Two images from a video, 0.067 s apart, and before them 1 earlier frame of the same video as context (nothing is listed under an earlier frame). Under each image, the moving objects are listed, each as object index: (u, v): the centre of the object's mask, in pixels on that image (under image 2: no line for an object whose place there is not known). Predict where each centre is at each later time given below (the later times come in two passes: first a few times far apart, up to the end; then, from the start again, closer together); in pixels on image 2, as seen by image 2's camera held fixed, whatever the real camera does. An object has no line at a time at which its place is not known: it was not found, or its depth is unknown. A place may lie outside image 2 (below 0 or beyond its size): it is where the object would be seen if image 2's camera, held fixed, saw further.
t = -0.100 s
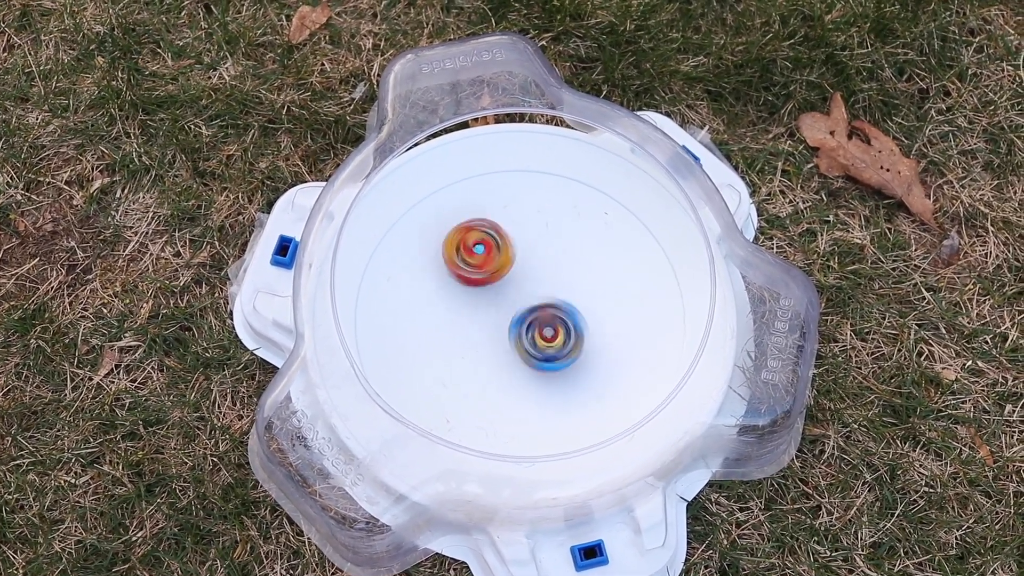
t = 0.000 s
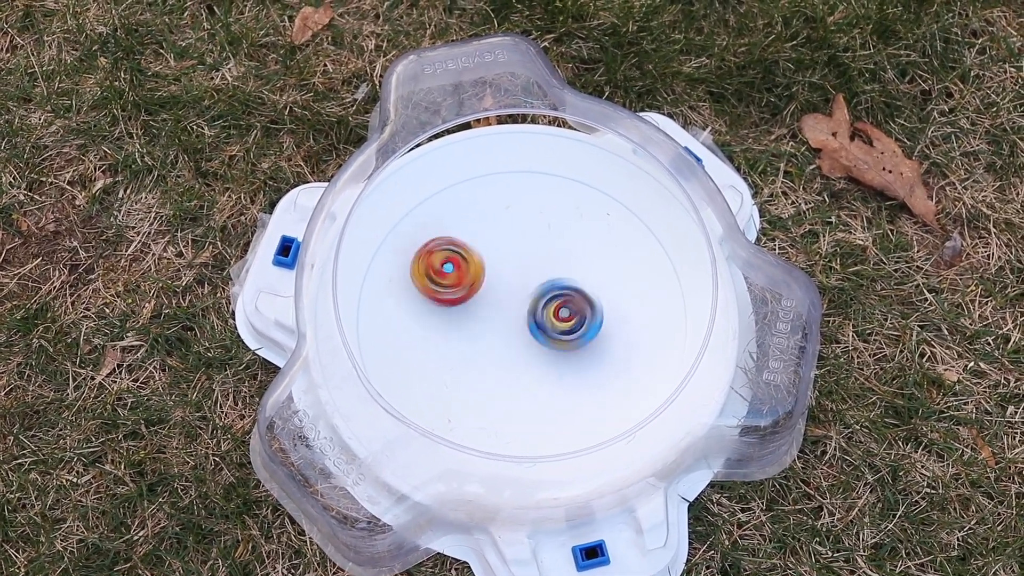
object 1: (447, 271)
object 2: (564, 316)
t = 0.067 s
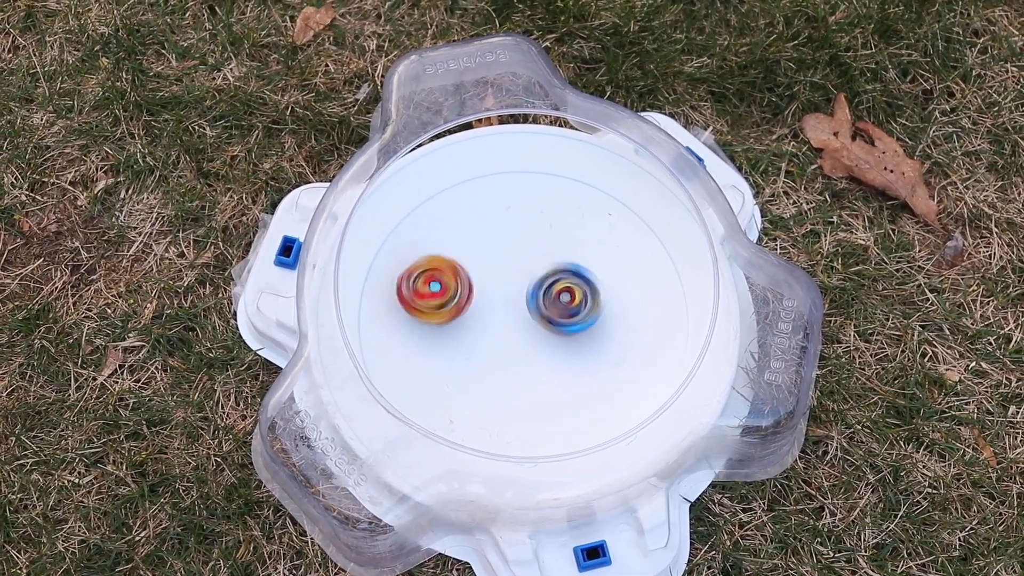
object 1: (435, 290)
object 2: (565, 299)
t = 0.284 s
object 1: (466, 357)
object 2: (532, 259)
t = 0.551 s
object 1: (566, 321)
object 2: (474, 275)
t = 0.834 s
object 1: (573, 229)
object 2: (501, 332)
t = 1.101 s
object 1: (485, 249)
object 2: (560, 315)
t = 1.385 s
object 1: (485, 350)
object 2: (544, 261)
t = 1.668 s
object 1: (569, 360)
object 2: (485, 281)
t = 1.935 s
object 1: (551, 270)
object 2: (493, 333)
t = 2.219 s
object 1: (464, 241)
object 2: (551, 321)
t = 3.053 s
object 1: (581, 255)
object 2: (498, 325)
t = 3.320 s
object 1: (487, 273)
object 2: (555, 333)
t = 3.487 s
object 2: (570, 310)
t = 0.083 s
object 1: (432, 295)
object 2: (565, 295)
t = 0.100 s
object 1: (430, 301)
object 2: (564, 291)
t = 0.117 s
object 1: (429, 306)
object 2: (562, 287)
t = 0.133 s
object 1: (429, 313)
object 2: (561, 283)
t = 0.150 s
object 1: (430, 319)
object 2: (559, 280)
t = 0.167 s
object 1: (431, 324)
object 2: (556, 276)
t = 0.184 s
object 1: (434, 331)
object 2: (554, 273)
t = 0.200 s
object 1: (437, 336)
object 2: (551, 270)
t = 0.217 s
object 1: (441, 341)
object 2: (547, 267)
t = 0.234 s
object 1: (447, 346)
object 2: (544, 265)
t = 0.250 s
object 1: (453, 350)
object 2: (540, 263)
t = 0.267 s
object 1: (458, 353)
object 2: (536, 260)
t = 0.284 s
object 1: (466, 357)
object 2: (532, 259)
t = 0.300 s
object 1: (473, 359)
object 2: (528, 258)
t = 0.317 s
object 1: (480, 360)
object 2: (524, 256)
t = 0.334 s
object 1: (488, 360)
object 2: (520, 256)
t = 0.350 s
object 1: (495, 360)
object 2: (515, 255)
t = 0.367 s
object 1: (502, 359)
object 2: (512, 254)
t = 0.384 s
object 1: (510, 357)
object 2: (507, 255)
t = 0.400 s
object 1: (517, 356)
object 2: (503, 255)
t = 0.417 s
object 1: (523, 353)
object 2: (499, 256)
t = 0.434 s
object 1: (529, 350)
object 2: (495, 258)
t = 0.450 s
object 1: (536, 347)
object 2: (491, 259)
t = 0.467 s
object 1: (541, 343)
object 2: (488, 261)
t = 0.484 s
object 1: (547, 339)
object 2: (484, 264)
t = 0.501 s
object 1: (553, 335)
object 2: (481, 266)
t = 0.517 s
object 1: (557, 331)
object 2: (478, 269)
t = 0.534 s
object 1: (561, 325)
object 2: (475, 272)
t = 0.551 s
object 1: (566, 321)
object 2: (474, 275)
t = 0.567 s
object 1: (569, 316)
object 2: (473, 279)
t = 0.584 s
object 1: (573, 310)
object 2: (471, 283)
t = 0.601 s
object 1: (576, 305)
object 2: (471, 287)
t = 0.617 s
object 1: (579, 299)
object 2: (470, 291)
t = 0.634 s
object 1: (581, 294)
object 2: (470, 294)
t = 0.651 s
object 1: (583, 287)
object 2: (471, 299)
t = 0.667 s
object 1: (585, 282)
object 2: (471, 303)
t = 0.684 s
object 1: (585, 277)
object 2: (473, 306)
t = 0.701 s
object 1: (586, 270)
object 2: (475, 311)
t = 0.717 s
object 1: (587, 265)
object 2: (476, 314)
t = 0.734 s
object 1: (586, 259)
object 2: (479, 317)
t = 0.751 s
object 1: (585, 253)
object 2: (482, 321)
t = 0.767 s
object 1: (584, 248)
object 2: (484, 323)
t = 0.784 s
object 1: (582, 243)
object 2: (488, 326)
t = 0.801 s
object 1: (579, 237)
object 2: (493, 329)
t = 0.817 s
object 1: (576, 232)
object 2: (496, 330)
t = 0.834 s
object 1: (573, 229)
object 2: (501, 332)
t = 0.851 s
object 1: (568, 224)
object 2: (505, 334)
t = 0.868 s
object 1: (563, 221)
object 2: (509, 334)
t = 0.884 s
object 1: (558, 218)
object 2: (514, 335)
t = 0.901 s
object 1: (552, 216)
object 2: (518, 336)
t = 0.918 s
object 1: (545, 215)
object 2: (522, 335)
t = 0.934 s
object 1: (539, 215)
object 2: (527, 335)
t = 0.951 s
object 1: (533, 215)
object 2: (531, 335)
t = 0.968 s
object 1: (525, 216)
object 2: (535, 333)
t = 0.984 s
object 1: (520, 218)
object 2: (540, 332)
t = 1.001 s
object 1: (513, 222)
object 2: (543, 331)
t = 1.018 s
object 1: (507, 225)
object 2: (547, 328)
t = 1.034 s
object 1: (502, 229)
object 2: (551, 327)
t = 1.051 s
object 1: (497, 234)
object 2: (553, 324)
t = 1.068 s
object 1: (492, 239)
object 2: (556, 321)
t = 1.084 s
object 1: (488, 243)
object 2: (559, 319)
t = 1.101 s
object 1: (485, 249)
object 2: (560, 315)
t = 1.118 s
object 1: (482, 256)
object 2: (564, 311)
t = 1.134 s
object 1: (479, 261)
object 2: (565, 308)
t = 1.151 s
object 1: (477, 267)
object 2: (566, 305)
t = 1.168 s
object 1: (475, 274)
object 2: (567, 301)
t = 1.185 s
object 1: (473, 280)
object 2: (568, 297)
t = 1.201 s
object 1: (473, 285)
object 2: (567, 293)
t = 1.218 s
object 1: (472, 292)
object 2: (568, 289)
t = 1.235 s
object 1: (471, 298)
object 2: (567, 286)
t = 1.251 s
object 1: (472, 304)
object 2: (565, 282)
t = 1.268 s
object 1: (472, 310)
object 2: (565, 278)
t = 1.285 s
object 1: (473, 317)
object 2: (562, 275)
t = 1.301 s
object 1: (473, 322)
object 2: (560, 272)
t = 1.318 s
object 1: (476, 328)
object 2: (558, 269)
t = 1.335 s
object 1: (477, 334)
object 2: (555, 267)
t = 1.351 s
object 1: (479, 339)
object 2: (551, 264)
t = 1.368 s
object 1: (482, 345)
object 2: (549, 262)
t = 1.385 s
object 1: (485, 350)
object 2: (544, 261)
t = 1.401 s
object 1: (488, 354)
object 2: (540, 259)
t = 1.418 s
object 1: (492, 359)
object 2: (537, 258)
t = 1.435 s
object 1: (496, 363)
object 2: (532, 257)
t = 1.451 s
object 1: (500, 367)
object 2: (528, 256)
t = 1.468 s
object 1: (505, 370)
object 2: (525, 257)
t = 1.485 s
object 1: (510, 374)
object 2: (520, 257)
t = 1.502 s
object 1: (516, 376)
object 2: (516, 257)
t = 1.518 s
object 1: (521, 377)
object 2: (512, 259)
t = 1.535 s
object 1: (527, 379)
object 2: (507, 261)
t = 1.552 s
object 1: (533, 379)
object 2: (504, 262)
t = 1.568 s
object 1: (538, 378)
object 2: (501, 264)
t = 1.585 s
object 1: (545, 377)
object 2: (497, 266)
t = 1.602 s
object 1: (550, 375)
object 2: (494, 268)
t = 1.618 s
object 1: (556, 372)
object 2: (491, 271)
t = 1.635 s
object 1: (561, 368)
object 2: (488, 274)
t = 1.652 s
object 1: (565, 365)
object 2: (486, 277)
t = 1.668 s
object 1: (569, 360)
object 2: (485, 281)
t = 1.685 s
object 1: (572, 354)
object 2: (481, 284)
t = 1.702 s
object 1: (575, 348)
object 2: (480, 287)
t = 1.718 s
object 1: (577, 342)
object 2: (479, 291)
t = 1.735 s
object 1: (577, 336)
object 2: (478, 294)
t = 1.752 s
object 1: (578, 329)
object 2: (477, 297)
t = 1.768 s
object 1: (578, 323)
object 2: (477, 302)
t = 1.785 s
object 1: (577, 317)
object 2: (476, 305)
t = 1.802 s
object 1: (574, 311)
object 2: (478, 308)
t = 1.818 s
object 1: (573, 305)
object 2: (479, 312)
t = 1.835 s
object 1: (570, 300)
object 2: (479, 316)
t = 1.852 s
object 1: (567, 294)
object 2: (481, 319)
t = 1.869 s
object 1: (565, 288)
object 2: (483, 323)
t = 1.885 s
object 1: (562, 284)
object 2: (485, 326)
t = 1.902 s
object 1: (558, 279)
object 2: (487, 328)
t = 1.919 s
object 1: (554, 274)
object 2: (490, 331)
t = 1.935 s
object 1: (551, 270)
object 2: (493, 333)
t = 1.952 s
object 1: (546, 266)
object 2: (496, 335)
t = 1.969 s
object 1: (541, 261)
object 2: (500, 338)
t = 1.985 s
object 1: (537, 257)
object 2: (503, 339)
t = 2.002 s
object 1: (532, 255)
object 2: (508, 339)
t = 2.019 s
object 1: (527, 251)
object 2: (512, 341)
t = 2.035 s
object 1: (521, 248)
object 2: (515, 341)
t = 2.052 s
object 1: (517, 246)
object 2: (519, 340)
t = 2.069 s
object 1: (512, 243)
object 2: (523, 340)
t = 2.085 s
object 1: (506, 241)
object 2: (526, 339)
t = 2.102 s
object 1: (501, 240)
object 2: (531, 338)
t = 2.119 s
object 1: (495, 239)
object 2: (534, 337)
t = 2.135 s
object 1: (490, 238)
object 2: (537, 334)
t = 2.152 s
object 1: (484, 237)
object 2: (541, 332)
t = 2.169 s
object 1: (479, 238)
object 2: (544, 330)
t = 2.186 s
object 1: (473, 238)
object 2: (546, 327)
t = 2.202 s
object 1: (468, 239)
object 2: (549, 324)
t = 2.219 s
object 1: (464, 241)
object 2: (551, 321)
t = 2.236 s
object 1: (458, 244)
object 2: (552, 318)
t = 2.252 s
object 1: (454, 247)
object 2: (554, 314)
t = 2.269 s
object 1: (451, 250)
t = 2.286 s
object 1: (447, 255)
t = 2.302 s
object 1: (445, 260)
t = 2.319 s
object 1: (442, 265)
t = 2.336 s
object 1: (442, 271)
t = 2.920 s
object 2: (483, 299)
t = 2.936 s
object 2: (484, 304)
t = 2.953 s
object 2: (484, 306)
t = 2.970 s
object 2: (487, 310)
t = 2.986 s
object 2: (489, 313)
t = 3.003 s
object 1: (595, 266)
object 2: (490, 316)
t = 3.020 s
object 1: (590, 261)
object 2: (493, 319)
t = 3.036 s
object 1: (586, 257)
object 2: (496, 322)
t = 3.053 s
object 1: (581, 255)
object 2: (498, 325)
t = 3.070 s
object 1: (575, 253)
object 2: (502, 326)
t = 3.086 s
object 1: (569, 251)
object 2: (506, 328)
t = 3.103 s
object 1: (563, 250)
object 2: (508, 330)
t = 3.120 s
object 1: (557, 250)
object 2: (512, 331)
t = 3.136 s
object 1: (550, 251)
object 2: (516, 333)
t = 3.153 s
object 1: (544, 251)
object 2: (520, 334)
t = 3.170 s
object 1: (538, 253)
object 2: (523, 333)
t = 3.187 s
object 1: (532, 255)
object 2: (528, 334)
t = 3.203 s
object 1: (525, 257)
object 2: (531, 334)
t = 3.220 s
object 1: (520, 259)
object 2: (534, 333)
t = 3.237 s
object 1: (514, 262)
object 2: (538, 333)
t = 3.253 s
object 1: (508, 263)
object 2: (542, 334)
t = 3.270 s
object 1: (503, 264)
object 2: (545, 334)
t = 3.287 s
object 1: (499, 267)
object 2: (549, 333)
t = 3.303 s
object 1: (493, 269)
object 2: (552, 334)
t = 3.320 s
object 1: (487, 273)
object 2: (555, 333)
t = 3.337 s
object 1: (482, 275)
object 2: (558, 332)
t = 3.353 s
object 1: (479, 279)
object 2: (561, 331)
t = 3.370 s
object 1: (475, 282)
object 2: (564, 329)
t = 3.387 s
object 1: (470, 286)
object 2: (567, 327)
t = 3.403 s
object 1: (467, 290)
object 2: (569, 325)
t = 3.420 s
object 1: (464, 295)
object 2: (570, 322)
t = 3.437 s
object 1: (461, 299)
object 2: (571, 319)
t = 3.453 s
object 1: (458, 303)
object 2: (571, 316)
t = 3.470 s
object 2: (571, 314)
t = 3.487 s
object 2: (570, 310)
